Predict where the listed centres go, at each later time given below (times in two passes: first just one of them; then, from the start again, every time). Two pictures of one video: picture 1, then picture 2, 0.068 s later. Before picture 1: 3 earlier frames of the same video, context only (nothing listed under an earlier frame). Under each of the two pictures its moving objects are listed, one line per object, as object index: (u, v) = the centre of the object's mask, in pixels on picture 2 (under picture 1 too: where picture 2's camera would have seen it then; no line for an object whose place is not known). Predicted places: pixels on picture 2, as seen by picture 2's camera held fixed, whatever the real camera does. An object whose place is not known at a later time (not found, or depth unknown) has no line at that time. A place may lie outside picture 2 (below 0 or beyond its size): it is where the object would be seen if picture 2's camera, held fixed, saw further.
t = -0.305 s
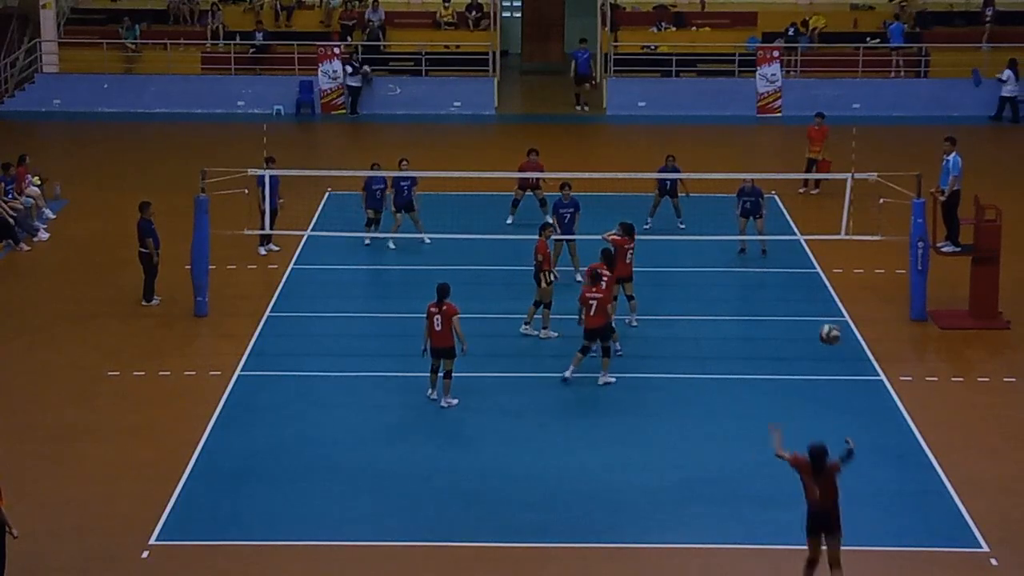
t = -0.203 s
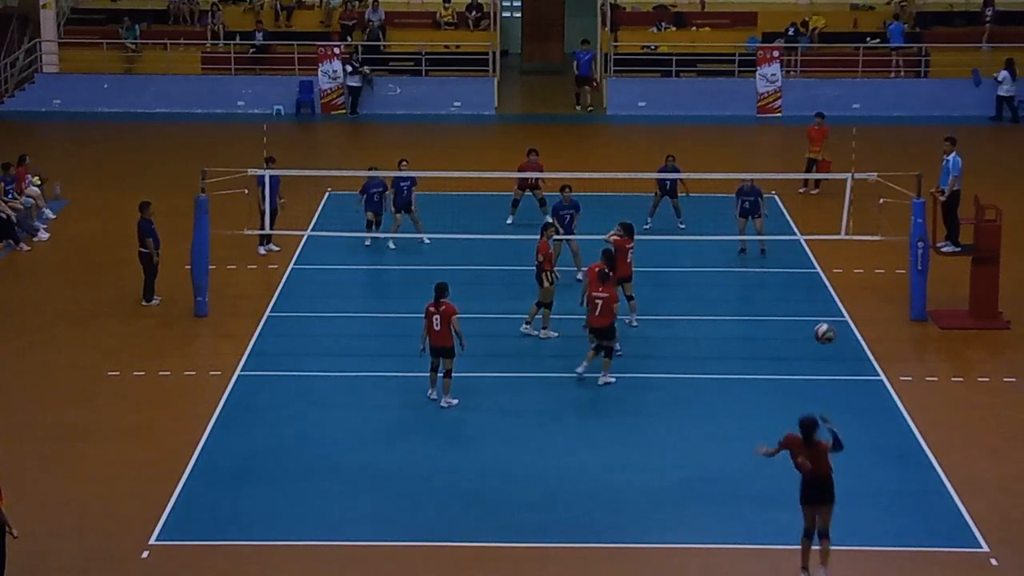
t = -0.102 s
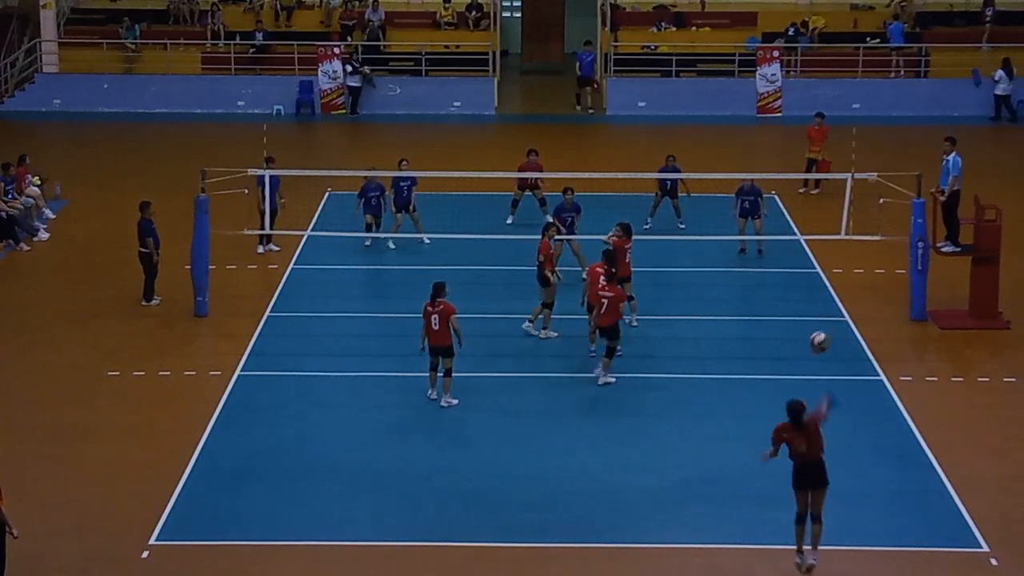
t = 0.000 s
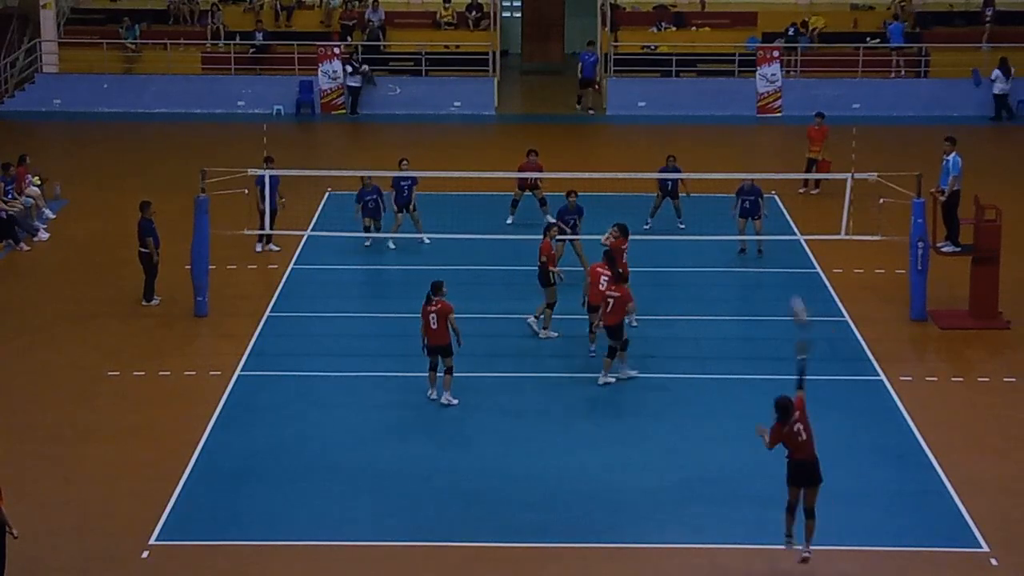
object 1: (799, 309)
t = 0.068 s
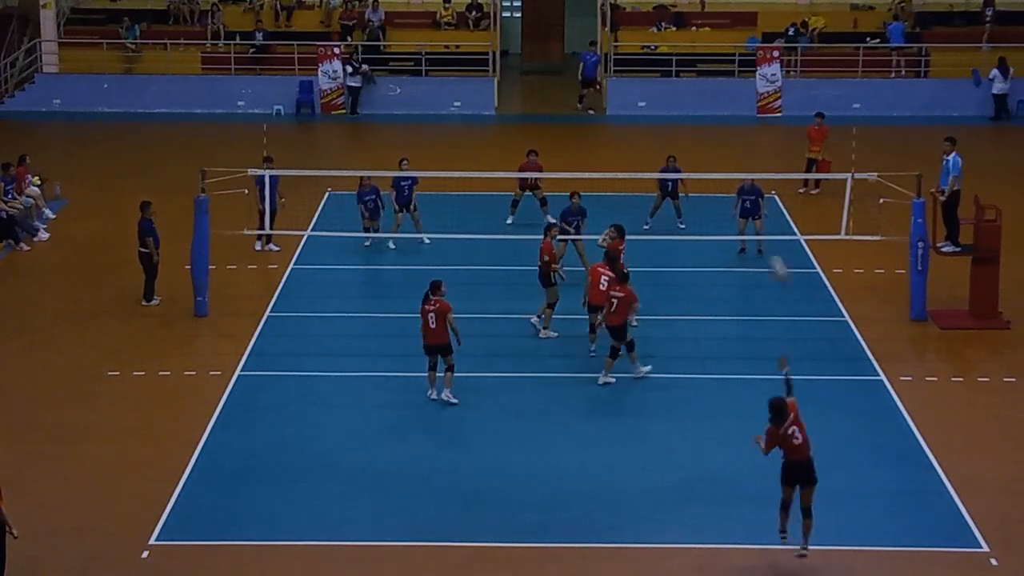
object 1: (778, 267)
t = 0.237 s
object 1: (740, 198)
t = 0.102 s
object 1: (770, 250)
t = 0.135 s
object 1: (761, 232)
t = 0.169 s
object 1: (753, 220)
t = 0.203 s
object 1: (746, 209)
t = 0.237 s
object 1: (740, 198)
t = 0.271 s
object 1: (733, 189)
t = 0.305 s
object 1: (728, 181)
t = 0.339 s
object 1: (722, 174)
